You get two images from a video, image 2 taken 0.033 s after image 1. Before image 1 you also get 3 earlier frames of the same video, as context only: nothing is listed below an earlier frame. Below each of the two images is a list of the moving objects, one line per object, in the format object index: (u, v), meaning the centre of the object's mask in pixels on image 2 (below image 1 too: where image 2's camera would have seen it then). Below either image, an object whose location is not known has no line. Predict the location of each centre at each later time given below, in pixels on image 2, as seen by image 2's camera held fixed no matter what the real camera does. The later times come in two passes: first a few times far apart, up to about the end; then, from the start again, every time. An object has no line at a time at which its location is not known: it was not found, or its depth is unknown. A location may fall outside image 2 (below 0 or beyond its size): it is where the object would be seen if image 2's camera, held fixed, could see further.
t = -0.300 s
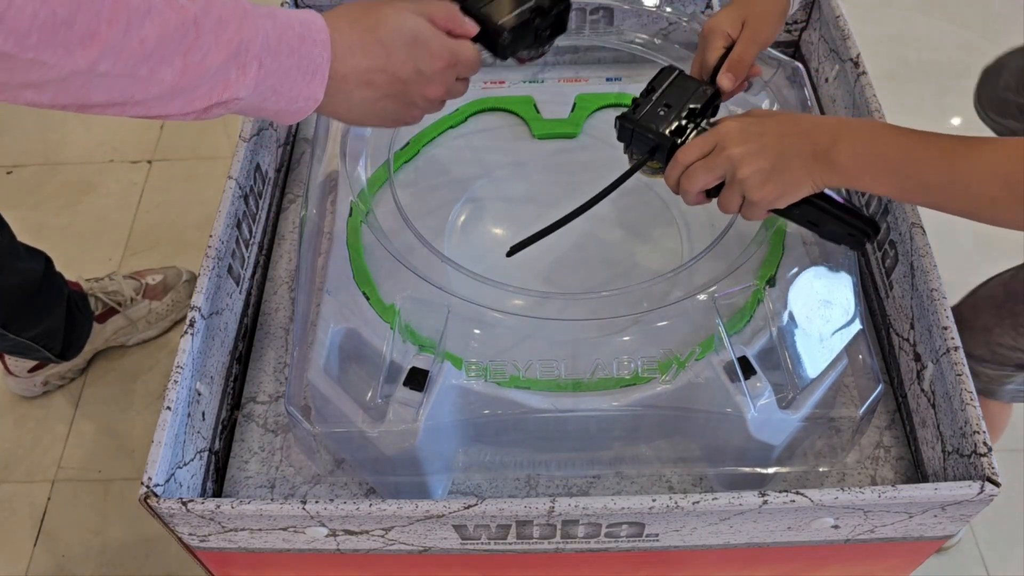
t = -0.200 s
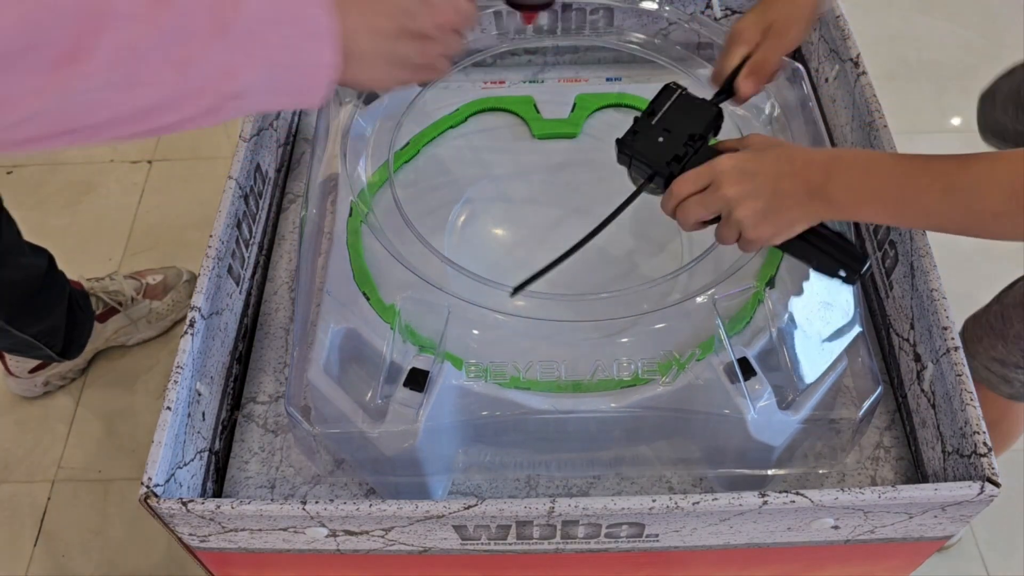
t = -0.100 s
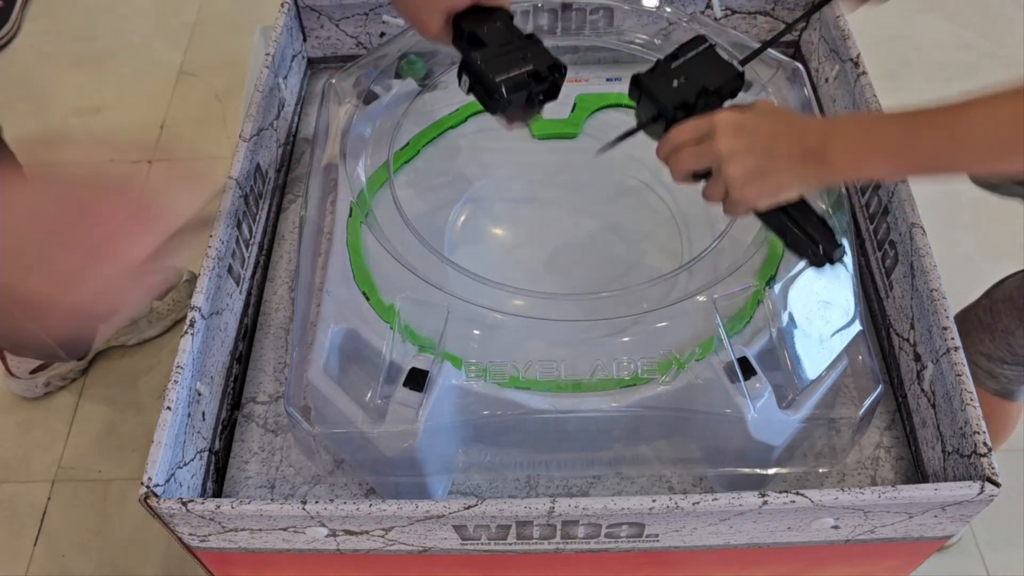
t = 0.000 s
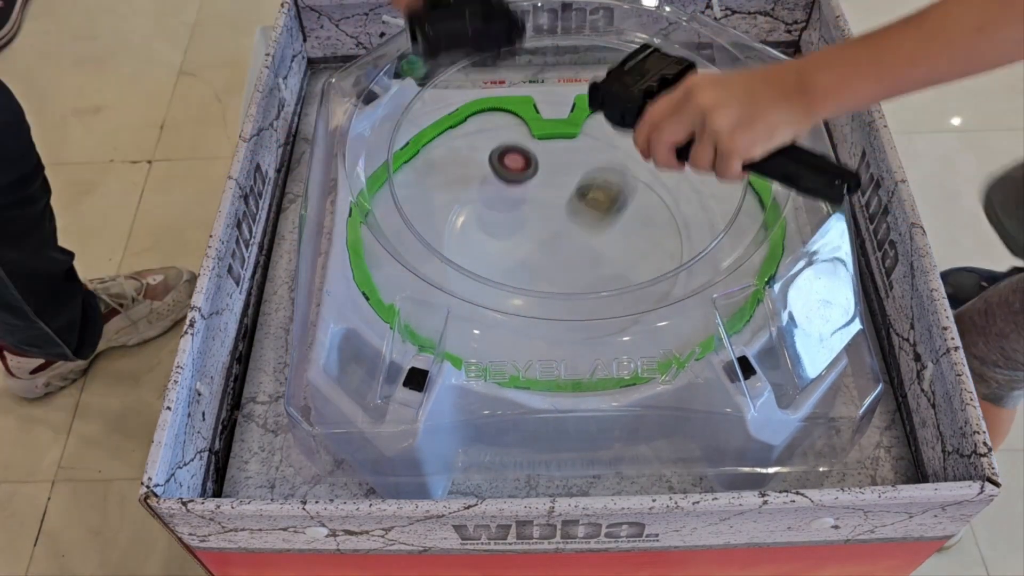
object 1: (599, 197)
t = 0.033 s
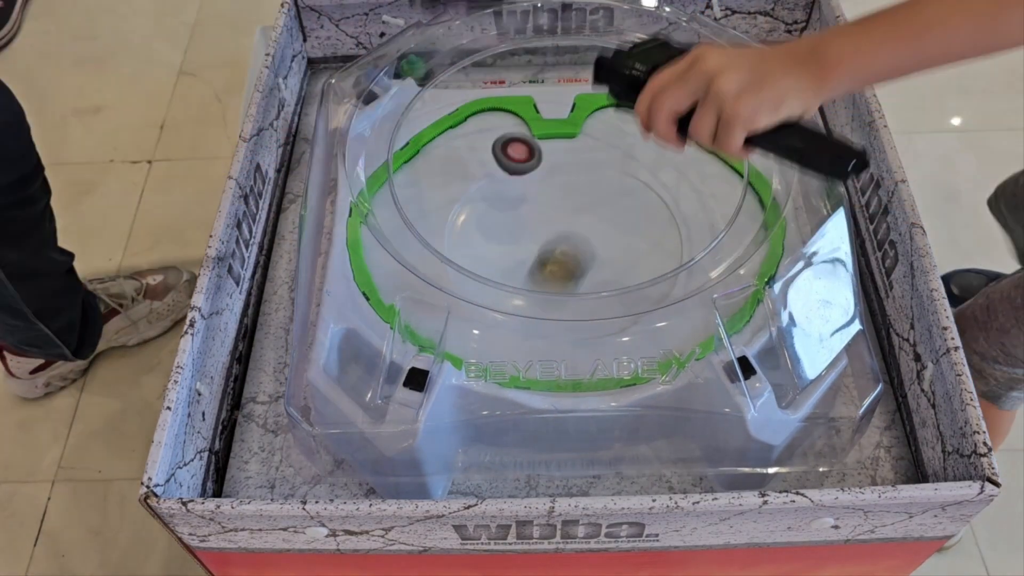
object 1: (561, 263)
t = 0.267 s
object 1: (419, 248)
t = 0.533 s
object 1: (378, 226)
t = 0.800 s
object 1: (421, 292)
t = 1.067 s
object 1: (527, 336)
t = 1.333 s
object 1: (575, 279)
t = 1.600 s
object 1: (660, 238)
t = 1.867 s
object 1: (647, 199)
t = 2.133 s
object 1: (526, 172)
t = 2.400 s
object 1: (551, 257)
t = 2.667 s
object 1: (626, 233)
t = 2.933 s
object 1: (578, 202)
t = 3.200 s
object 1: (550, 241)
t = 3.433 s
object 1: (583, 257)
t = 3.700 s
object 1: (586, 234)
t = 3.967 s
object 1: (543, 231)
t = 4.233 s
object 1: (541, 253)
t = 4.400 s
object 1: (556, 251)
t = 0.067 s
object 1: (525, 312)
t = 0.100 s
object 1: (505, 280)
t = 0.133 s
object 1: (487, 257)
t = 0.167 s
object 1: (467, 243)
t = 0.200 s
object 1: (450, 235)
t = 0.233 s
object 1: (432, 238)
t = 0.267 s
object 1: (419, 248)
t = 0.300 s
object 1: (407, 247)
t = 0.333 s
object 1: (401, 232)
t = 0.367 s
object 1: (394, 225)
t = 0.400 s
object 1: (389, 226)
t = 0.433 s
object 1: (386, 229)
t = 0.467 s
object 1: (382, 224)
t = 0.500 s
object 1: (380, 225)
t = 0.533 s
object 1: (378, 226)
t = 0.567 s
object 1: (377, 230)
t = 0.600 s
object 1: (375, 232)
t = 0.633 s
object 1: (371, 238)
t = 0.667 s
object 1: (368, 244)
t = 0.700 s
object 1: (377, 255)
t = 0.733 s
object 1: (391, 266)
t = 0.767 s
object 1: (407, 281)
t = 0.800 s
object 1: (421, 292)
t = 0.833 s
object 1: (431, 304)
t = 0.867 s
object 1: (440, 316)
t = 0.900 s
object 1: (450, 326)
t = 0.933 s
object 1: (470, 330)
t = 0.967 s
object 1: (487, 332)
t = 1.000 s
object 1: (502, 335)
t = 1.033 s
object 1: (516, 336)
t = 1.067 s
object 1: (527, 336)
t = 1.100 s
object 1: (537, 335)
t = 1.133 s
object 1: (545, 332)
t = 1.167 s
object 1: (551, 327)
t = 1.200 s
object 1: (557, 321)
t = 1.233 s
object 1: (561, 314)
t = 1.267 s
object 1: (567, 304)
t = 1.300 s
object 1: (571, 293)
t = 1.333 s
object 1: (575, 279)
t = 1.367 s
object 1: (577, 268)
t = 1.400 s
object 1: (577, 256)
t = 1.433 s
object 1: (575, 244)
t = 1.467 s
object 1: (570, 233)
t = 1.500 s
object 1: (580, 227)
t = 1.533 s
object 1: (610, 233)
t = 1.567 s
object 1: (638, 237)
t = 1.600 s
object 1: (660, 238)
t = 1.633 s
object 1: (678, 236)
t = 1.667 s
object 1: (687, 232)
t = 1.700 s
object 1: (689, 229)
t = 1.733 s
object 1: (687, 225)
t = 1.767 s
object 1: (682, 221)
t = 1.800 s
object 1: (673, 214)
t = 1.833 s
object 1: (662, 207)
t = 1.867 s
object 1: (647, 199)
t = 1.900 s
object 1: (631, 191)
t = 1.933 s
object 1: (613, 180)
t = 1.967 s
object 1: (596, 171)
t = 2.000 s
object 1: (579, 164)
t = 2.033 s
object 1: (563, 161)
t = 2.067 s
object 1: (548, 161)
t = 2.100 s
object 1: (536, 164)
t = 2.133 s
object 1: (526, 172)
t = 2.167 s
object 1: (519, 182)
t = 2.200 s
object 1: (515, 193)
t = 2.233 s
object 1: (513, 206)
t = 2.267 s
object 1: (516, 218)
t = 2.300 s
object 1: (521, 230)
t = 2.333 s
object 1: (529, 241)
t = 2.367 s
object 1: (539, 250)
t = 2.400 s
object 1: (551, 257)
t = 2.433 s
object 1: (563, 261)
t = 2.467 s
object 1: (575, 263)
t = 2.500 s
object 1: (588, 262)
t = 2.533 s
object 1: (601, 259)
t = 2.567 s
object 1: (611, 254)
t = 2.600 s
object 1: (619, 247)
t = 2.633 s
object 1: (624, 240)
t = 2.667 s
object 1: (626, 233)
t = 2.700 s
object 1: (625, 226)
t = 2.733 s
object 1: (623, 219)
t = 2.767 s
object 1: (619, 213)
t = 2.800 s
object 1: (612, 208)
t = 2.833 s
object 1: (605, 204)
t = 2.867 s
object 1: (596, 202)
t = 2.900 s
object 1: (587, 202)
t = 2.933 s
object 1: (578, 202)
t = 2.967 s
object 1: (570, 204)
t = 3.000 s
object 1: (564, 207)
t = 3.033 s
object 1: (559, 212)
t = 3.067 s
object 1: (555, 218)
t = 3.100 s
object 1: (553, 225)
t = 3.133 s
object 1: (551, 231)
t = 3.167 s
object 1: (550, 236)
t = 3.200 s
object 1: (550, 241)
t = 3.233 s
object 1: (552, 247)
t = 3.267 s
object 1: (555, 250)
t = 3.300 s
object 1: (560, 254)
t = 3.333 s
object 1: (565, 256)
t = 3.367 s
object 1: (571, 257)
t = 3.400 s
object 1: (578, 258)
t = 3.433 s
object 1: (583, 257)
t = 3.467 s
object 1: (587, 256)
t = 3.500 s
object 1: (590, 254)
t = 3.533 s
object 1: (592, 252)
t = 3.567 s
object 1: (593, 249)
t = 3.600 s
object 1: (593, 246)
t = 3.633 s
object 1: (591, 241)
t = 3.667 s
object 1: (589, 237)
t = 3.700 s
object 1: (586, 234)
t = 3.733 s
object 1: (581, 230)
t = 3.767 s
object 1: (575, 228)
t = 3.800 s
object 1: (569, 227)
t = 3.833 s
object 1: (563, 226)
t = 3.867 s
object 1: (557, 226)
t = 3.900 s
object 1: (552, 227)
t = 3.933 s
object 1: (547, 229)
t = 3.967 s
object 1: (543, 231)
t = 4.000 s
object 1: (540, 233)
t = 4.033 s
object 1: (539, 236)
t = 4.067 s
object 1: (538, 240)
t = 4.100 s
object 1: (538, 243)
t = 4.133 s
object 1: (538, 246)
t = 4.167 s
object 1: (538, 248)
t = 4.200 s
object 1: (539, 251)
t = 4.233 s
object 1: (541, 253)
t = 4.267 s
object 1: (543, 254)
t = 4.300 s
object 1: (546, 255)
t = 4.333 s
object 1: (549, 255)
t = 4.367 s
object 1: (553, 253)
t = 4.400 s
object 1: (556, 251)
